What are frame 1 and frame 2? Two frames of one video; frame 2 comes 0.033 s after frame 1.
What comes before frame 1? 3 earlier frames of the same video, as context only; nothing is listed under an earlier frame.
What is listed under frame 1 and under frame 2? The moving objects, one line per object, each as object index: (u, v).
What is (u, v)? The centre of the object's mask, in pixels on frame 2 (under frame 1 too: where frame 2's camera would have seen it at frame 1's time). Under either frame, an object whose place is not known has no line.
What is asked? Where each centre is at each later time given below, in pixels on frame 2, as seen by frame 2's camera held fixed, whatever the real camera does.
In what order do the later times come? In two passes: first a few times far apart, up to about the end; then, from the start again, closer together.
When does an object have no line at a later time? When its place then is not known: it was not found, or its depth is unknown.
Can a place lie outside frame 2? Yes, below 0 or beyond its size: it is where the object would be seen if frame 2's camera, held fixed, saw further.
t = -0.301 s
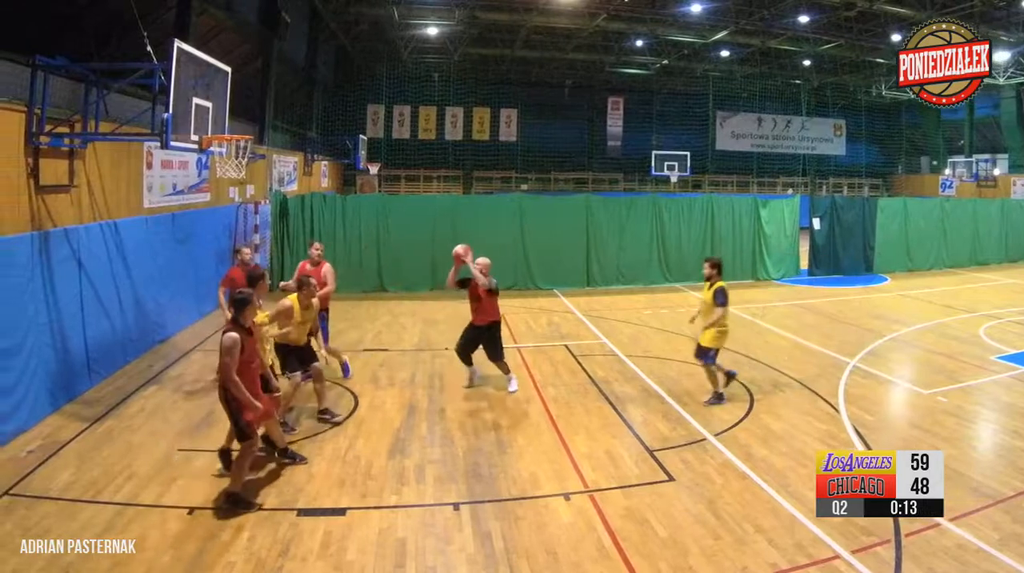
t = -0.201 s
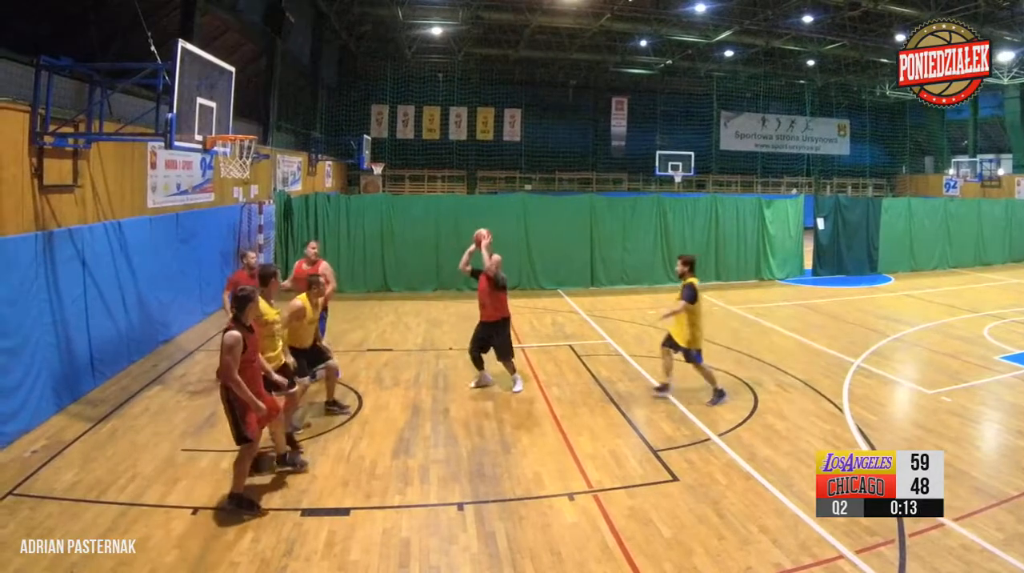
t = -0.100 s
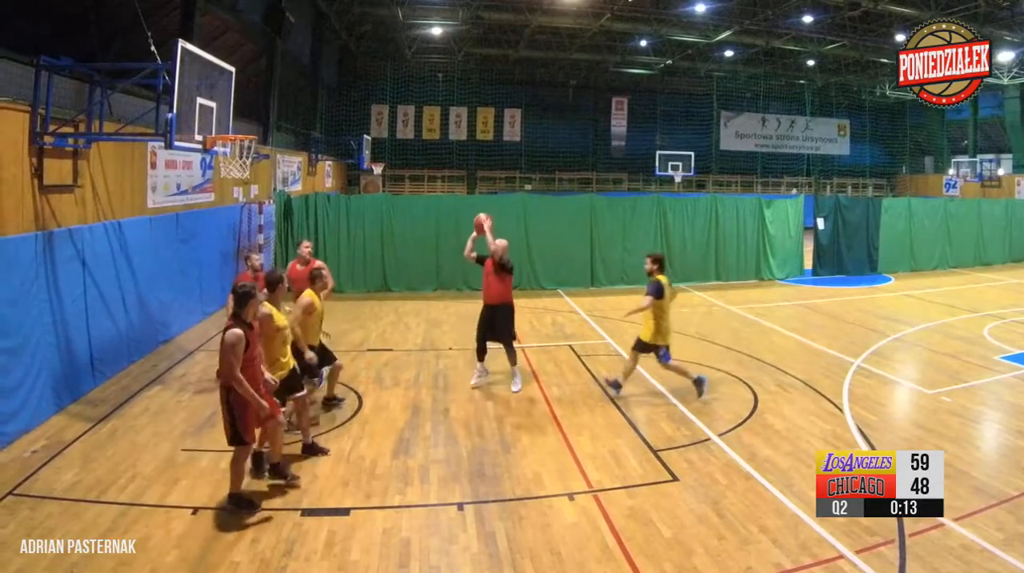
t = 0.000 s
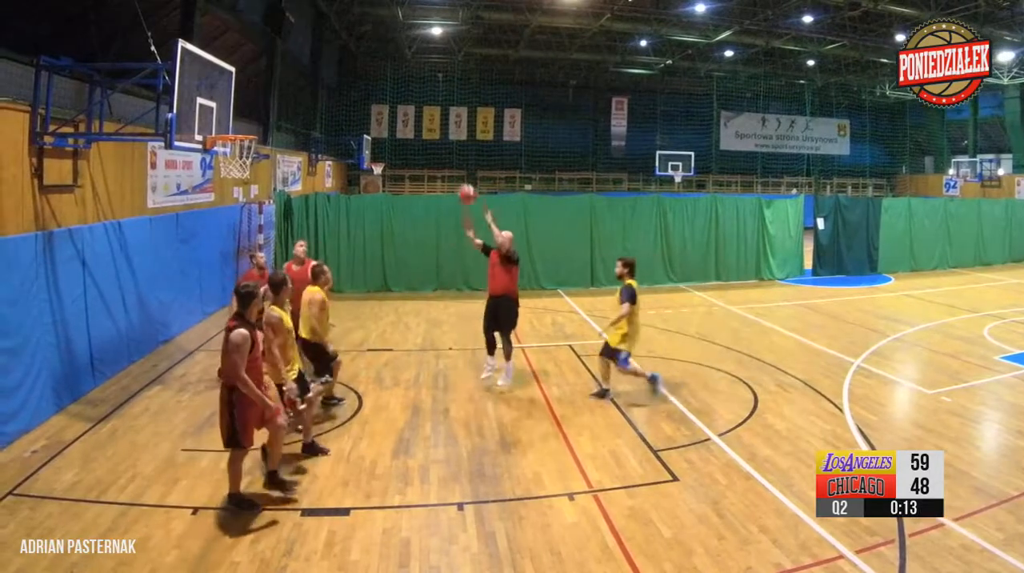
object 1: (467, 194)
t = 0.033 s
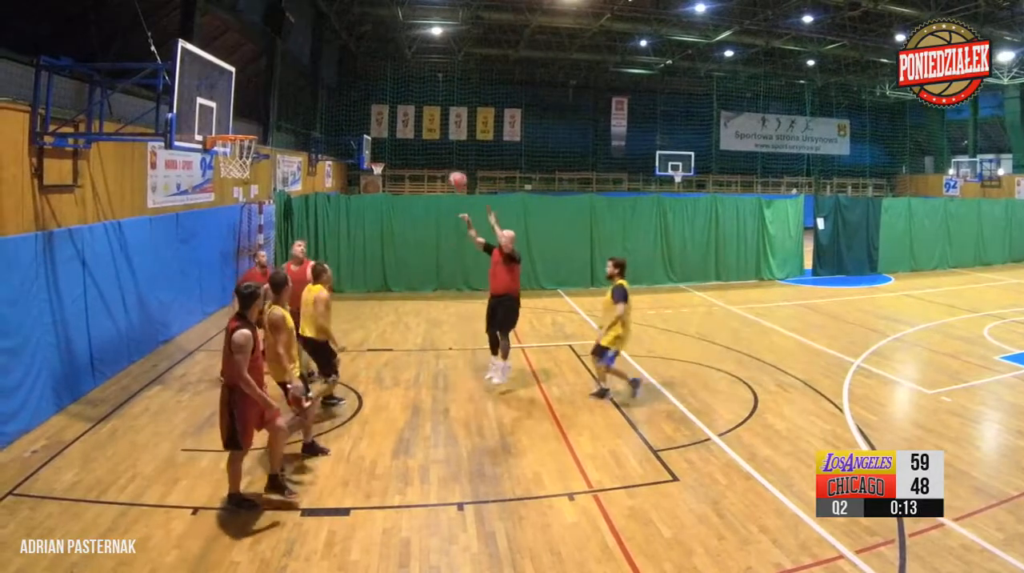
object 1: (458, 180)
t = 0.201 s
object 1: (412, 131)
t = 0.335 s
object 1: (373, 106)
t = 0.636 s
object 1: (284, 103)
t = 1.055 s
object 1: (217, 188)
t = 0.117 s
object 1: (434, 154)
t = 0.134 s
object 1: (430, 149)
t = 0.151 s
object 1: (426, 145)
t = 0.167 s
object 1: (421, 140)
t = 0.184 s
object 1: (416, 136)
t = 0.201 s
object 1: (412, 131)
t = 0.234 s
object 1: (401, 121)
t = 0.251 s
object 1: (396, 119)
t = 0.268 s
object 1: (392, 117)
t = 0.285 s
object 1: (389, 114)
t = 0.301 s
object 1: (384, 110)
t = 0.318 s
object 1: (378, 107)
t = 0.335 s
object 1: (373, 106)
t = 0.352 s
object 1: (368, 104)
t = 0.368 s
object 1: (363, 102)
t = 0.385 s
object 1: (358, 101)
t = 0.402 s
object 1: (354, 99)
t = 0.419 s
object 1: (349, 98)
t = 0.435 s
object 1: (343, 97)
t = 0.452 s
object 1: (339, 96)
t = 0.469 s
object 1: (334, 96)
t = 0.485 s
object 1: (329, 96)
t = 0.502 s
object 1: (324, 95)
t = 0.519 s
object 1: (319, 95)
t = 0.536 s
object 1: (314, 96)
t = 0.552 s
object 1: (309, 97)
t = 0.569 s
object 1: (304, 98)
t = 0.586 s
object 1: (299, 99)
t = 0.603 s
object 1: (293, 100)
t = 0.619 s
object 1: (289, 101)
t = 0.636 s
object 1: (284, 103)
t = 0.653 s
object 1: (279, 105)
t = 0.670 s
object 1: (273, 108)
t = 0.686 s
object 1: (268, 112)
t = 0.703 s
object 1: (263, 114)
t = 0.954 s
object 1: (220, 164)
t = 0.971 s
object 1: (220, 167)
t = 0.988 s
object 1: (220, 174)
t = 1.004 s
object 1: (219, 176)
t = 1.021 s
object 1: (219, 180)
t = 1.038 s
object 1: (218, 183)
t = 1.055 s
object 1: (217, 188)
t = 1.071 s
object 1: (216, 191)
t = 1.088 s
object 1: (216, 196)
